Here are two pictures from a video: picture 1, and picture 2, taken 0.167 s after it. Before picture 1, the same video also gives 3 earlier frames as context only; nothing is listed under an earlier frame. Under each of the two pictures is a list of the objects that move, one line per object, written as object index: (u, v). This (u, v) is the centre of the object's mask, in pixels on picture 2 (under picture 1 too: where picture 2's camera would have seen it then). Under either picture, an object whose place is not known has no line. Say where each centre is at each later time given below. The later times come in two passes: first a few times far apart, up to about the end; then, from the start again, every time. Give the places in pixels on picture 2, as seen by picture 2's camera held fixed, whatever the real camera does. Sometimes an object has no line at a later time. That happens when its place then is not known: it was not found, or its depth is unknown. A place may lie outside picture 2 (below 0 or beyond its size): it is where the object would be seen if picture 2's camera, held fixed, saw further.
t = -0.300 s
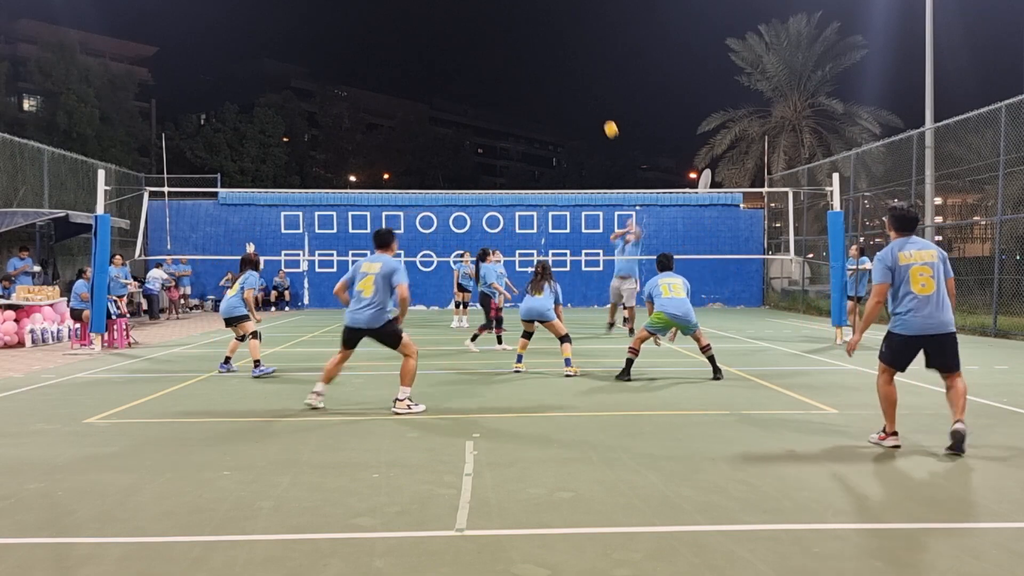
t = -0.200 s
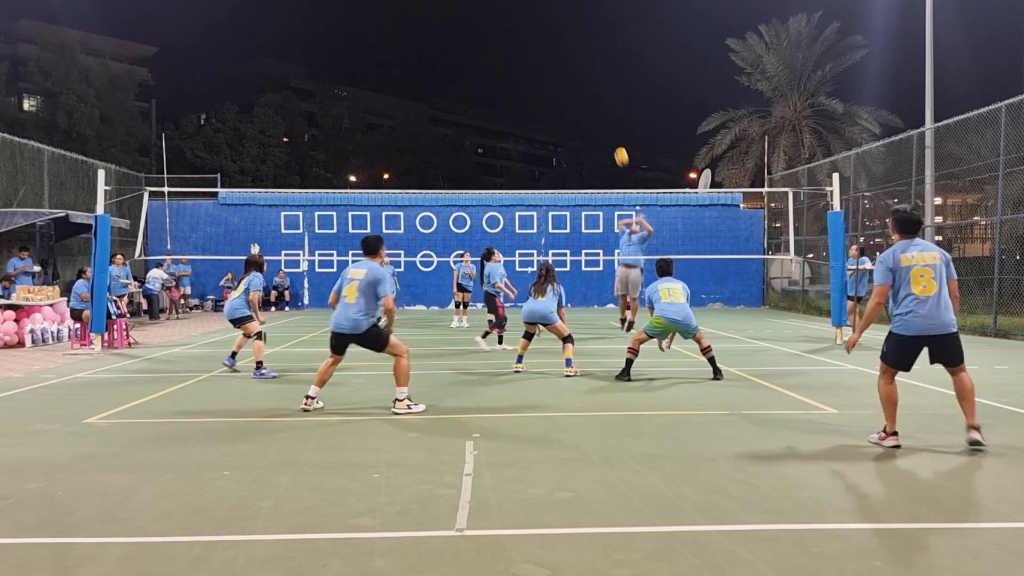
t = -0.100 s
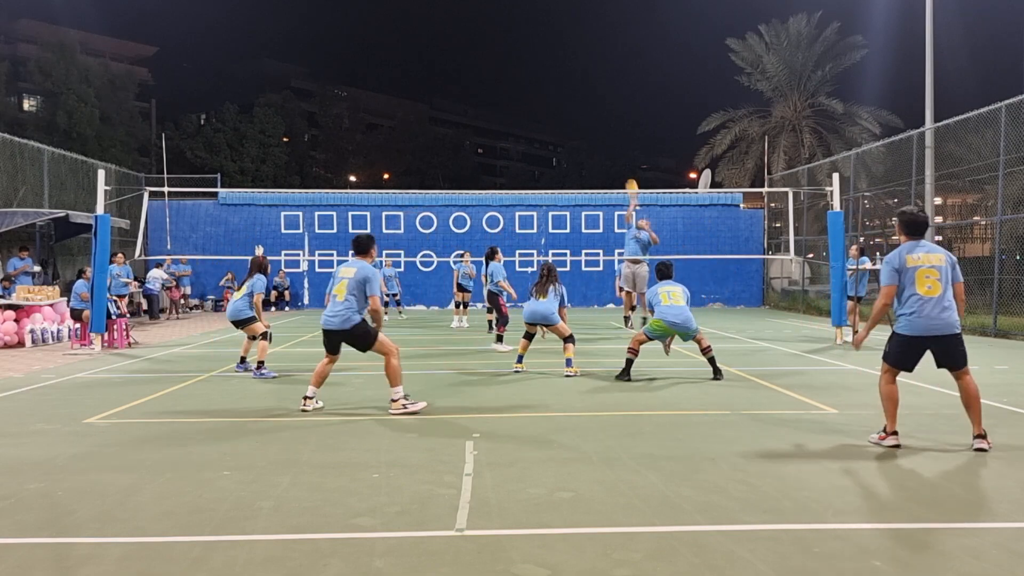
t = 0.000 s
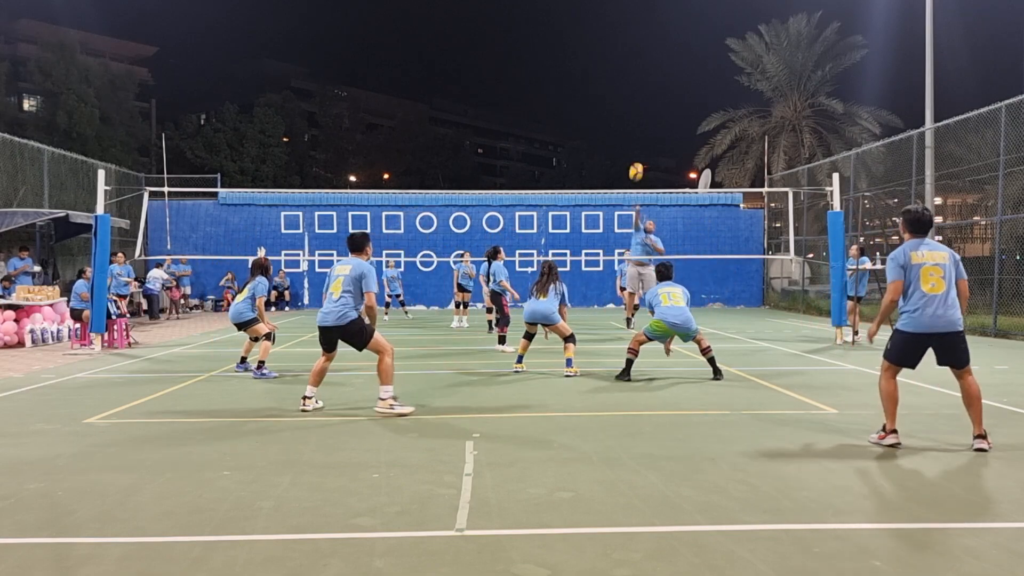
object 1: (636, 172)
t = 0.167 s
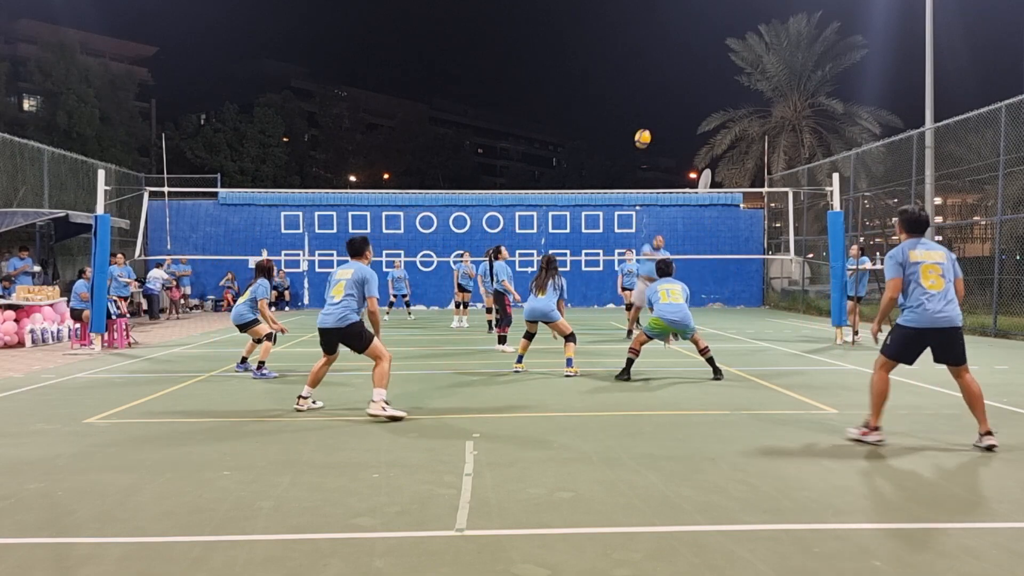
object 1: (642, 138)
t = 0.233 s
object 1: (646, 129)
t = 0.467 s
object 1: (661, 120)
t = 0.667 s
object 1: (680, 163)
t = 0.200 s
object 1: (644, 133)
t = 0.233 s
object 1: (646, 129)
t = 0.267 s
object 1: (647, 125)
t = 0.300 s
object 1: (650, 122)
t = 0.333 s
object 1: (652, 119)
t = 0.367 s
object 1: (654, 118)
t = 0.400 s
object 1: (656, 118)
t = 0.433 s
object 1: (659, 118)
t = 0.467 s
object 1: (661, 120)
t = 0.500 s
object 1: (664, 123)
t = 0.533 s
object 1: (667, 127)
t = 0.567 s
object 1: (671, 133)
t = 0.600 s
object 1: (674, 142)
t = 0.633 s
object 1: (677, 151)
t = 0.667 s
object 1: (680, 163)
